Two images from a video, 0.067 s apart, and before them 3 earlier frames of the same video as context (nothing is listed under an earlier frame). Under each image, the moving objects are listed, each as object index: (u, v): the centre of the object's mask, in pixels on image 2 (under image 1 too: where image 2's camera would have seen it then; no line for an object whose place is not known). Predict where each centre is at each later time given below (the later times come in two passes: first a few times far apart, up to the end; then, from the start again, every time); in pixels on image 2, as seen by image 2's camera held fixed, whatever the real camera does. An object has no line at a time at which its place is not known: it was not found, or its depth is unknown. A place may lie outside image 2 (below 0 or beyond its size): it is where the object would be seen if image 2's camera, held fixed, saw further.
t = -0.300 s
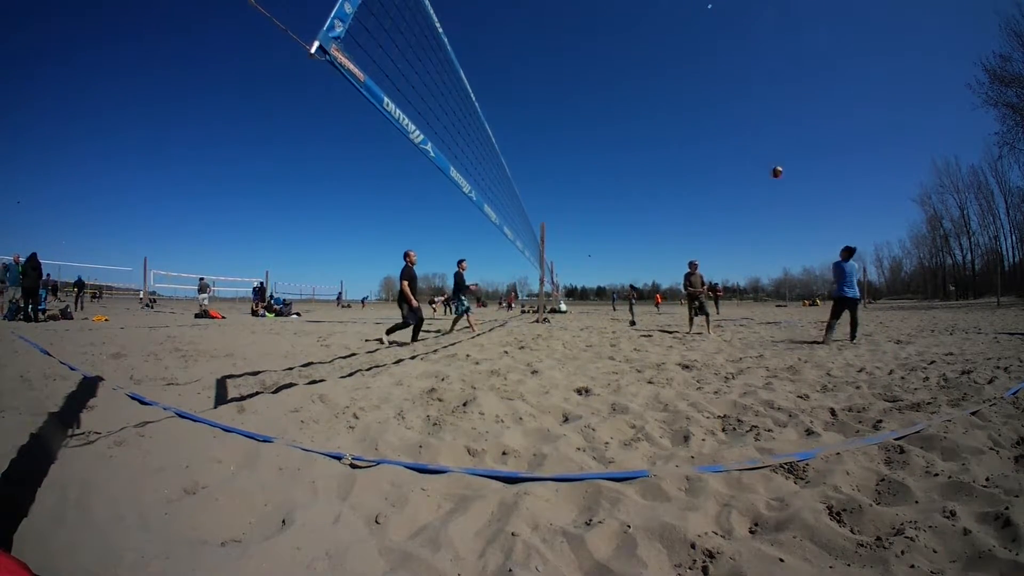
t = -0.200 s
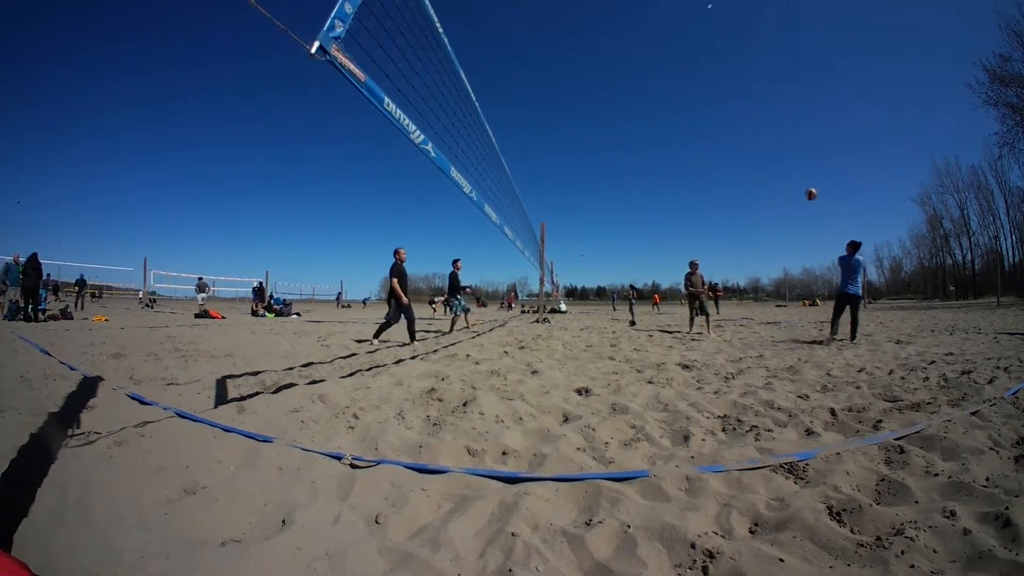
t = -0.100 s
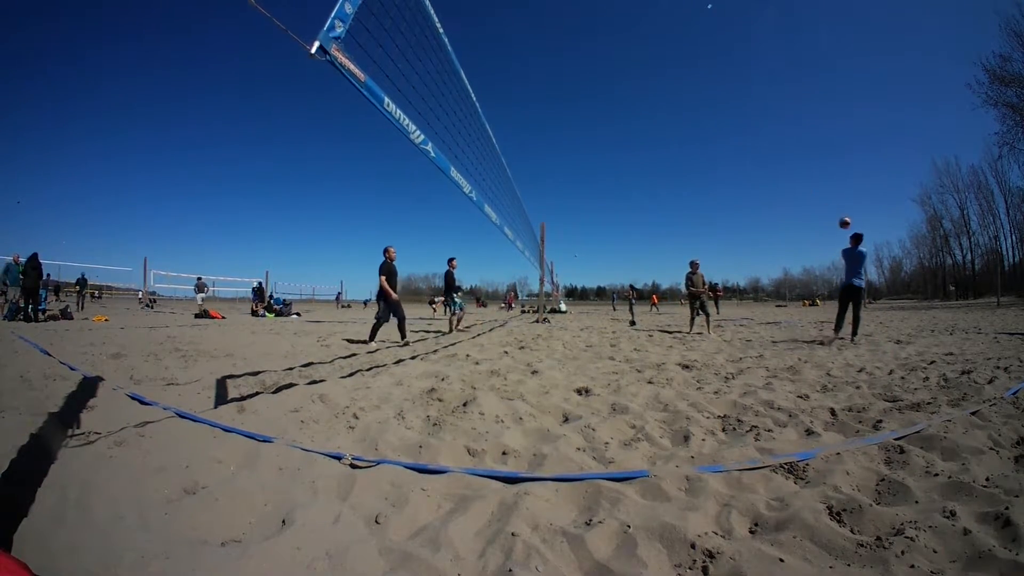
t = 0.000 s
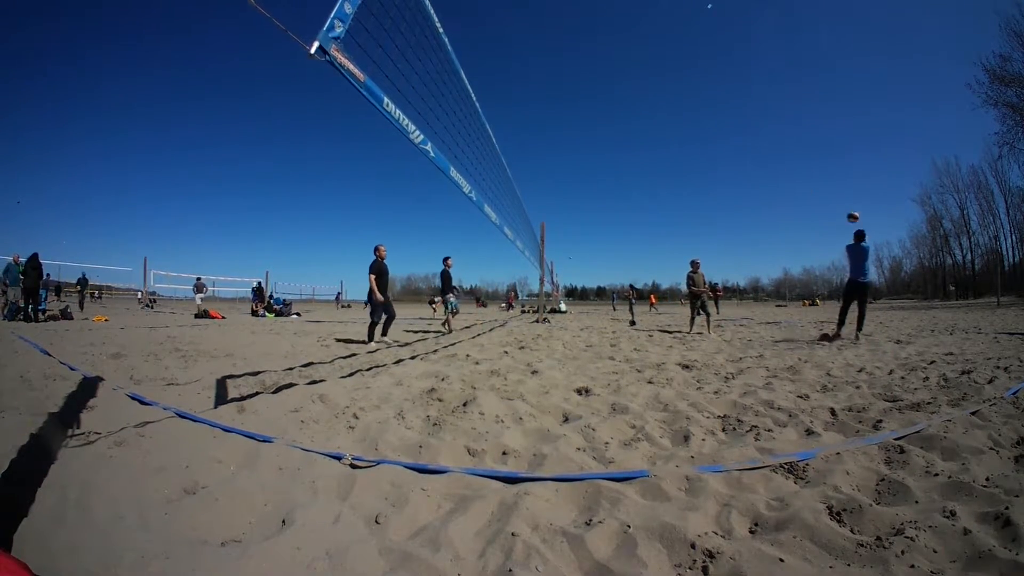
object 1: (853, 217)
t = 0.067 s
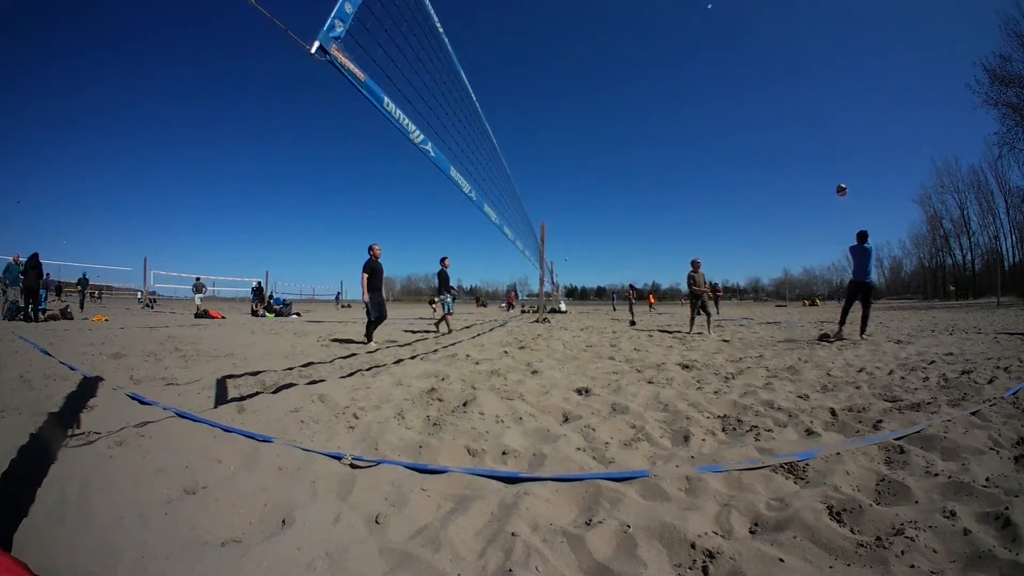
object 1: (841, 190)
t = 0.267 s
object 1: (807, 127)
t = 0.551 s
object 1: (767, 80)
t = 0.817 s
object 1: (743, 73)
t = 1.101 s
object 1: (730, 98)
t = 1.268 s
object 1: (727, 131)
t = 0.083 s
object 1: (838, 184)
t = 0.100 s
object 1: (835, 178)
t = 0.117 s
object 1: (832, 172)
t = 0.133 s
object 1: (830, 166)
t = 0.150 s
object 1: (827, 161)
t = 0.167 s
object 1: (824, 156)
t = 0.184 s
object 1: (821, 150)
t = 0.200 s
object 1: (818, 145)
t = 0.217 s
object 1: (815, 140)
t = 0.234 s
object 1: (812, 136)
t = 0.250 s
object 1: (810, 131)
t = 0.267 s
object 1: (807, 127)
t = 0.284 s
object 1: (804, 123)
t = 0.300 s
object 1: (801, 120)
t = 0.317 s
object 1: (799, 116)
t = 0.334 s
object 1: (796, 112)
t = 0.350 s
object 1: (794, 109)
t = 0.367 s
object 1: (791, 106)
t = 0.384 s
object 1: (789, 103)
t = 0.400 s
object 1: (787, 100)
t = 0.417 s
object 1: (784, 97)
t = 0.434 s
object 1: (782, 94)
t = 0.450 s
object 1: (780, 92)
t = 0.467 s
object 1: (778, 90)
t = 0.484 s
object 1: (775, 88)
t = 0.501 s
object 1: (773, 86)
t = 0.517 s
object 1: (771, 84)
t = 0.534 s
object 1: (769, 82)
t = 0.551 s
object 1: (767, 80)
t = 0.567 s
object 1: (765, 79)
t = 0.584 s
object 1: (763, 78)
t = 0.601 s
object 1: (761, 77)
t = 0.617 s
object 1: (760, 76)
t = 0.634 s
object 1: (758, 75)
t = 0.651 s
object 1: (756, 74)
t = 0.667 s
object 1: (755, 73)
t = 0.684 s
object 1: (753, 73)
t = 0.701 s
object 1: (752, 73)
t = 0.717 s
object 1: (751, 73)
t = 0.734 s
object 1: (749, 72)
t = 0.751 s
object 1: (748, 72)
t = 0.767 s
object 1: (747, 72)
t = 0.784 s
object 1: (745, 72)
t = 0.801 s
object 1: (744, 73)
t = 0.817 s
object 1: (743, 73)
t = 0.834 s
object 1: (741, 74)
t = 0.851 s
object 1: (740, 74)
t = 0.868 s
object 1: (740, 75)
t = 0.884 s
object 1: (739, 76)
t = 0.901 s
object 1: (738, 77)
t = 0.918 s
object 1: (737, 78)
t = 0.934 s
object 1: (737, 79)
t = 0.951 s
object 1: (736, 80)
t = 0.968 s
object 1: (735, 81)
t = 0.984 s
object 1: (734, 82)
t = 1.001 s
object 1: (733, 84)
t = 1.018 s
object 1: (732, 86)
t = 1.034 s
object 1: (732, 88)
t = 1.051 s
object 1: (731, 90)
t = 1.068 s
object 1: (730, 92)
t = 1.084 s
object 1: (731, 95)
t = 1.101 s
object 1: (730, 98)
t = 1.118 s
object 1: (729, 100)
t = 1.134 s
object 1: (729, 103)
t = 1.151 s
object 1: (729, 107)
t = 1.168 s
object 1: (729, 110)
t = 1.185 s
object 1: (729, 113)
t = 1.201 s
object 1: (728, 116)
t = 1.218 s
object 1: (728, 119)
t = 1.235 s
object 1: (728, 123)
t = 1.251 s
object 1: (727, 127)
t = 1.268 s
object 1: (727, 131)
